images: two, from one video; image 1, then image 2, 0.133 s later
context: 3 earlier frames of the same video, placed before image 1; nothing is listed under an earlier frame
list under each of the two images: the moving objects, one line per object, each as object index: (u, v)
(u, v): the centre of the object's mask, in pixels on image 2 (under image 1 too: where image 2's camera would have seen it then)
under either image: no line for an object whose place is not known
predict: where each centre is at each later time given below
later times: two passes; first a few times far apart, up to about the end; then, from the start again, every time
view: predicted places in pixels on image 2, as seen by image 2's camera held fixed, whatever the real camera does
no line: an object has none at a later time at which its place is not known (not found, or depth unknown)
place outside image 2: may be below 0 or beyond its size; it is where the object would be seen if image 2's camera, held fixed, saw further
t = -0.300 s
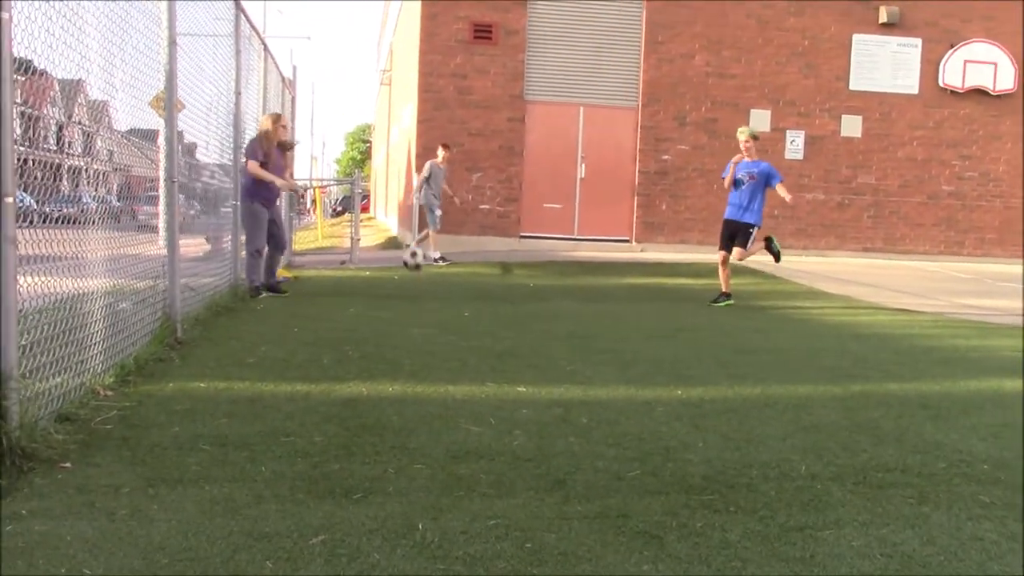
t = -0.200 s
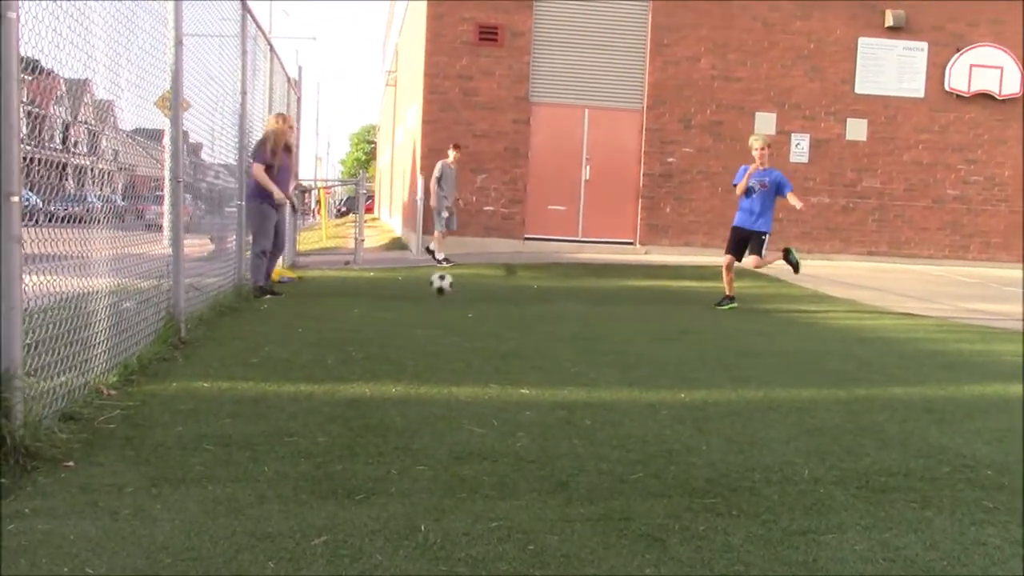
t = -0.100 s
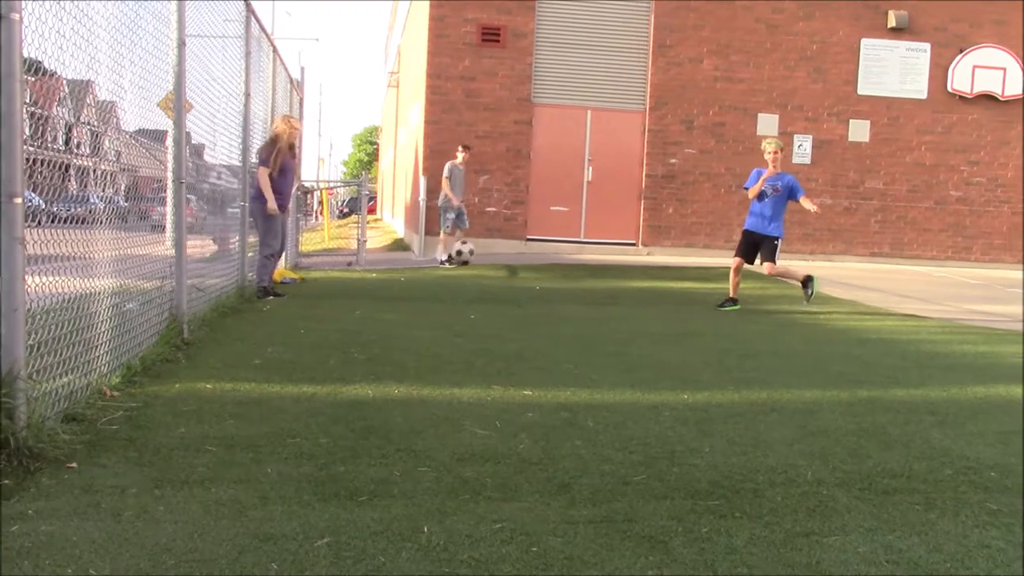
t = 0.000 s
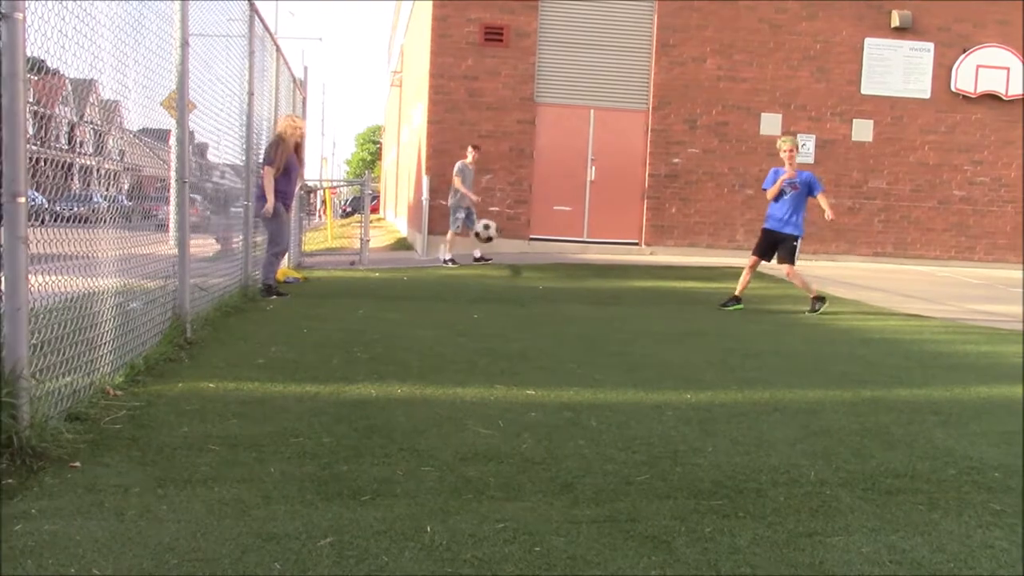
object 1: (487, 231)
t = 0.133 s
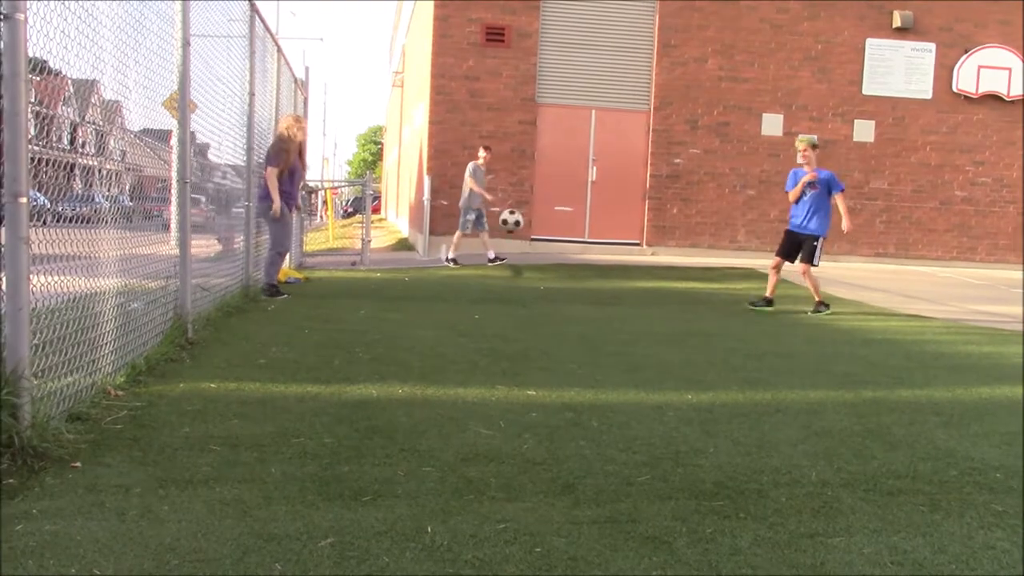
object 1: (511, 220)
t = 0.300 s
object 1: (540, 234)
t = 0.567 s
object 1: (582, 292)
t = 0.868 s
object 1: (622, 262)
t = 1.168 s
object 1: (658, 293)
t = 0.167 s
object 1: (517, 221)
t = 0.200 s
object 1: (522, 222)
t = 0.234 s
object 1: (528, 224)
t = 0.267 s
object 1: (534, 229)
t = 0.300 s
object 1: (540, 234)
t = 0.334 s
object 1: (545, 241)
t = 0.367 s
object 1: (550, 249)
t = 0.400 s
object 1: (556, 257)
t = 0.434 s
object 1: (562, 267)
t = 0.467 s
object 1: (567, 277)
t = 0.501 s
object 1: (572, 289)
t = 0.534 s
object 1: (578, 300)
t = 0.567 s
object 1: (582, 292)
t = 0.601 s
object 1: (587, 284)
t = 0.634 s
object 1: (591, 277)
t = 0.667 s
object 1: (595, 272)
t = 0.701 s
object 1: (600, 267)
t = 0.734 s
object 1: (604, 264)
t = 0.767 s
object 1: (609, 261)
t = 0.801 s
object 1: (613, 260)
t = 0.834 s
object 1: (618, 261)
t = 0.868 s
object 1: (622, 262)
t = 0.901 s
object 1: (626, 264)
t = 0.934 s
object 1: (631, 268)
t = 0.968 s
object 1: (635, 273)
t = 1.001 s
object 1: (639, 278)
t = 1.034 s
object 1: (642, 286)
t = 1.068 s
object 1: (647, 294)
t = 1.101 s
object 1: (650, 302)
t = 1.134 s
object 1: (655, 298)
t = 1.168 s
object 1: (658, 293)
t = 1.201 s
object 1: (662, 288)
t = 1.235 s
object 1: (666, 285)
